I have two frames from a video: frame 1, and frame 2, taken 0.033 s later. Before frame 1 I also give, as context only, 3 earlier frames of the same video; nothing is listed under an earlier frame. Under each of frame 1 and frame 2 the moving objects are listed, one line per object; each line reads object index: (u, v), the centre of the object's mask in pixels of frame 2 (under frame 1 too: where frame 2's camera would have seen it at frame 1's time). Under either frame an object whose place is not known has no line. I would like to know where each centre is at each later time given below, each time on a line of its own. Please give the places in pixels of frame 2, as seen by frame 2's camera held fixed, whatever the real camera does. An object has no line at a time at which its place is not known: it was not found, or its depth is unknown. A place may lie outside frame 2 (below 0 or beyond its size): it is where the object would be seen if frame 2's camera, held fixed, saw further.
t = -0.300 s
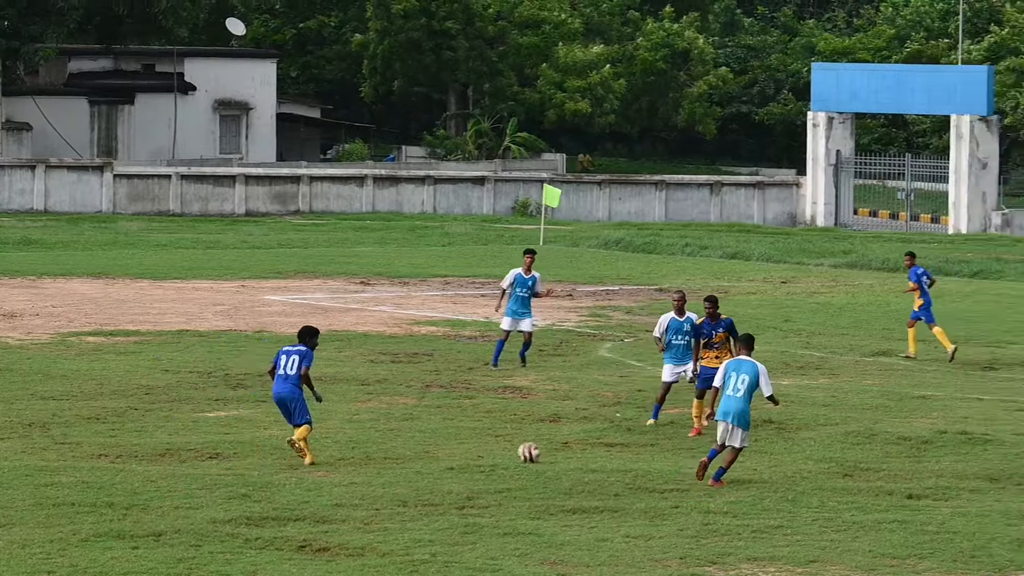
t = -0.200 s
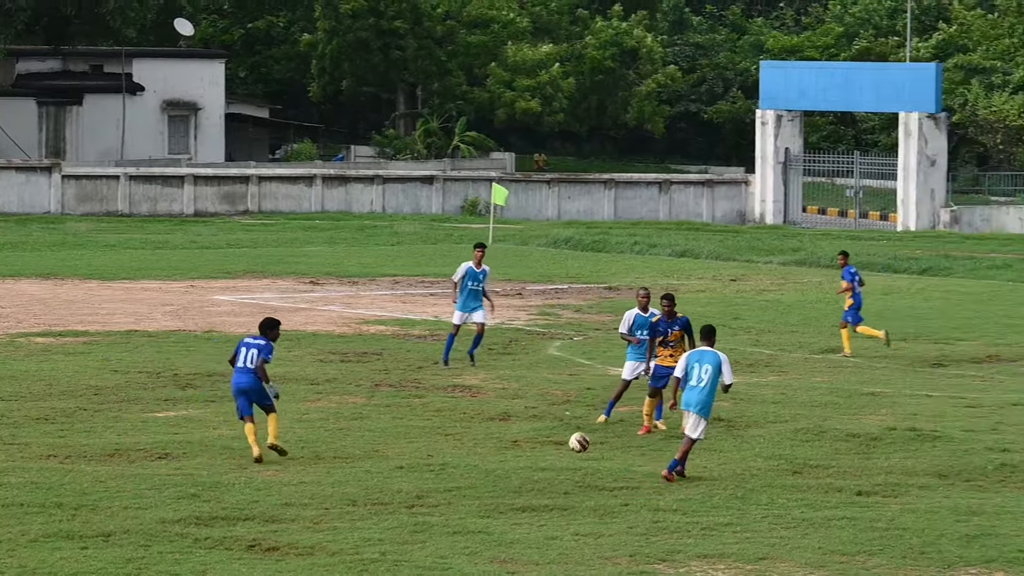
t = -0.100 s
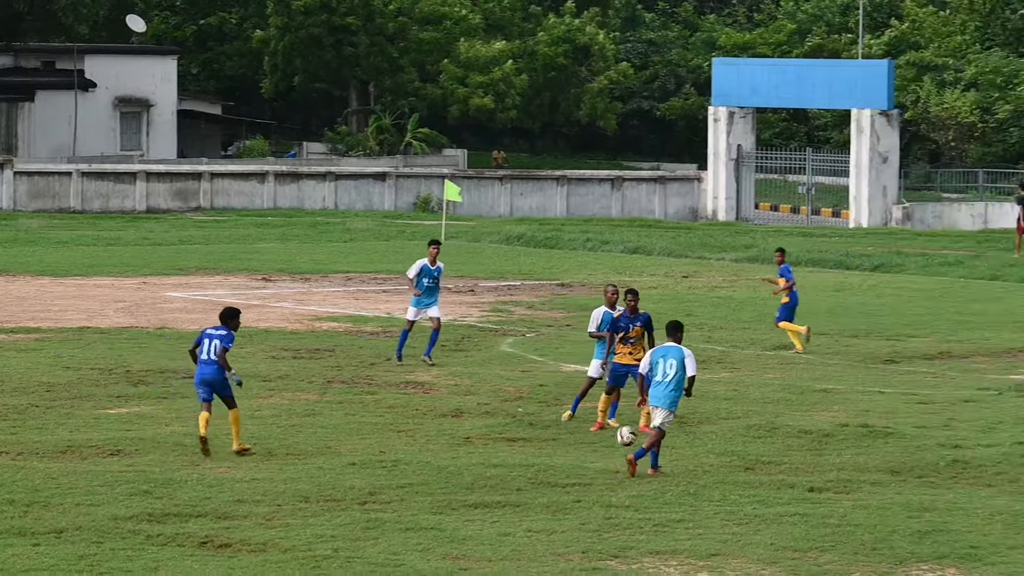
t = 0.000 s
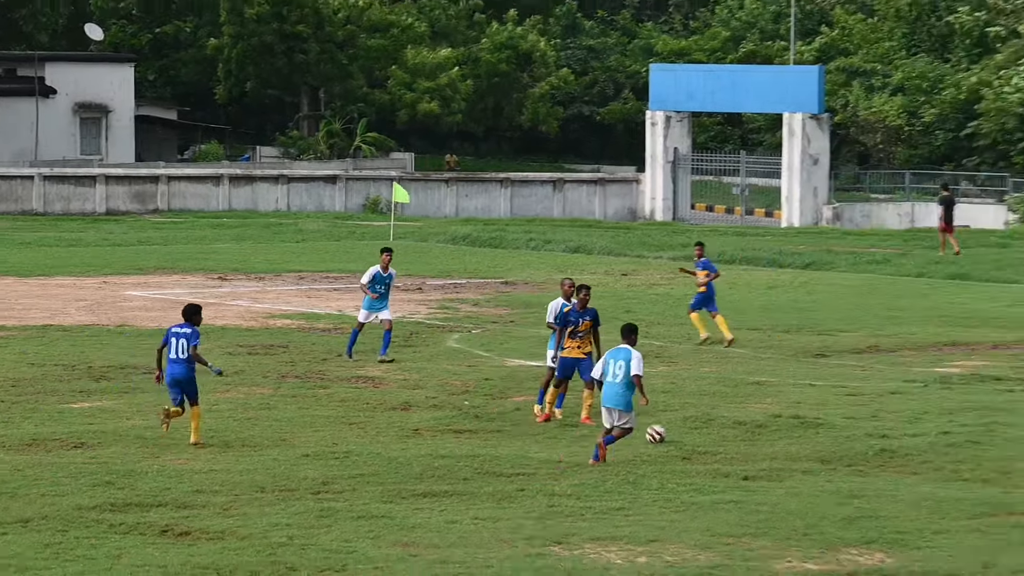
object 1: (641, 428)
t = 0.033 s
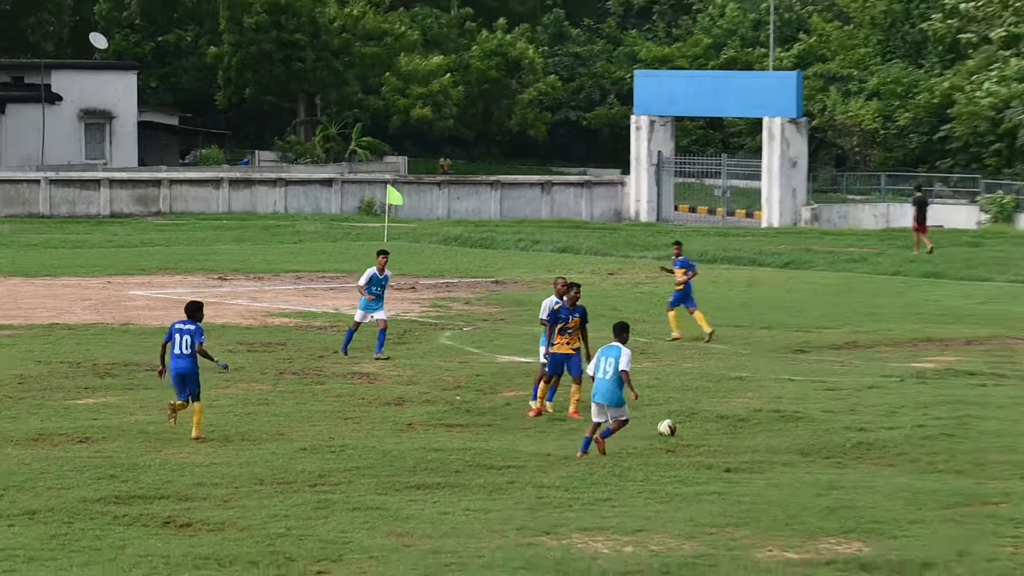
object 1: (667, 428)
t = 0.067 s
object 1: (690, 425)
